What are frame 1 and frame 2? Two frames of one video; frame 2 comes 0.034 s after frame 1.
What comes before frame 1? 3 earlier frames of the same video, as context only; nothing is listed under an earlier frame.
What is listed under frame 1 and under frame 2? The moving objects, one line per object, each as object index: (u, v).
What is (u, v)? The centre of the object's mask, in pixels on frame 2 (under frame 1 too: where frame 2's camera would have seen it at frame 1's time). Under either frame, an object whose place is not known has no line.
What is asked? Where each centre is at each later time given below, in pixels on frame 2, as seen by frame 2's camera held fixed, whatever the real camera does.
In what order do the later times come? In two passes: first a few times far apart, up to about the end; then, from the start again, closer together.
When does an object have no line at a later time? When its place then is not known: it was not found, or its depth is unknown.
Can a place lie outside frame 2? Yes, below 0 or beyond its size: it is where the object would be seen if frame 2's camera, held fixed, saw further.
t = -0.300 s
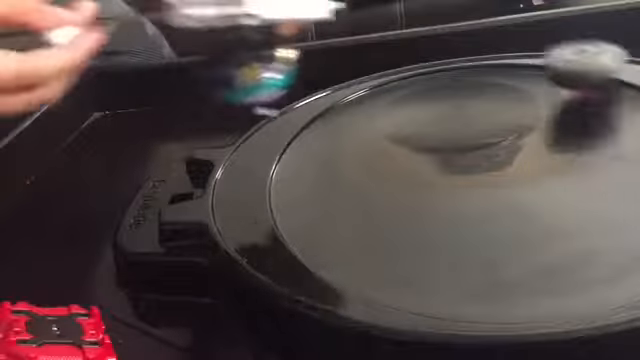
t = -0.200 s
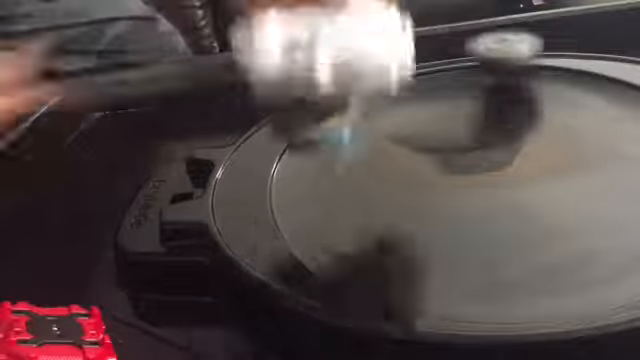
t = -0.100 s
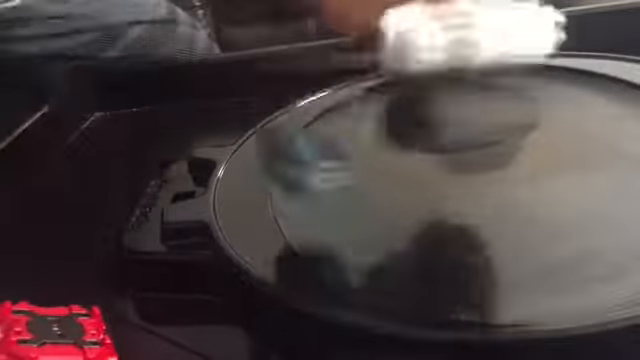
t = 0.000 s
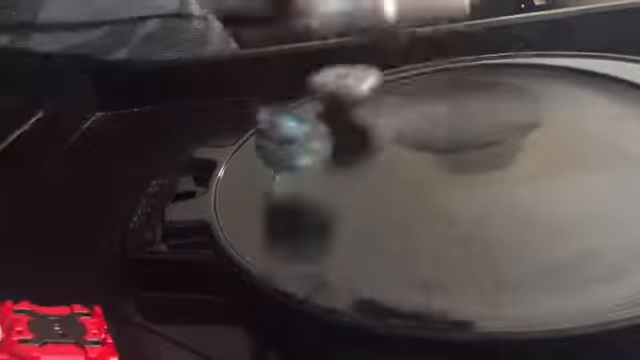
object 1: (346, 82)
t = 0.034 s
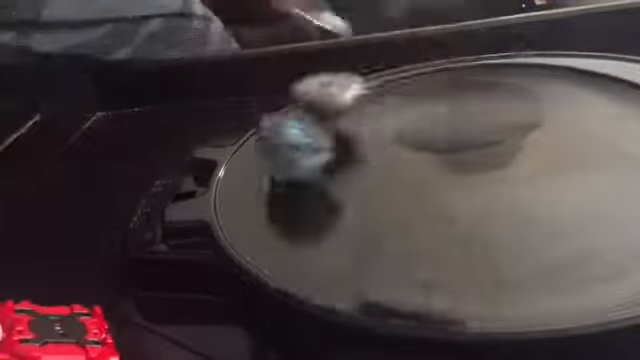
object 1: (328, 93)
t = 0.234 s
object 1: (379, 78)
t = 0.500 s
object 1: (490, 71)
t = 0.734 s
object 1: (494, 69)
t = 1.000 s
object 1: (453, 77)
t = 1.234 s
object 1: (496, 84)
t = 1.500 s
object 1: (513, 75)
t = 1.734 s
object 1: (472, 86)
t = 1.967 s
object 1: (489, 93)
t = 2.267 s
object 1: (482, 73)
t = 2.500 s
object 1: (448, 61)
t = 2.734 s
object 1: (458, 82)
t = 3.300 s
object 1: (436, 76)
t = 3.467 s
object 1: (425, 90)
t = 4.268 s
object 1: (422, 79)
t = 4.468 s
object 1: (429, 106)
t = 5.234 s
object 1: (418, 81)
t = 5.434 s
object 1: (419, 108)
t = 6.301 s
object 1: (413, 74)
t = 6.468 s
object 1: (413, 89)
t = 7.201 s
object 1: (433, 91)
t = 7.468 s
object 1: (431, 85)
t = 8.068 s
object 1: (448, 82)
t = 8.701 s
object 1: (433, 83)
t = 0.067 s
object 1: (322, 94)
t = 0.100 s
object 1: (333, 88)
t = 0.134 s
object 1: (339, 88)
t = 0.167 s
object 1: (347, 90)
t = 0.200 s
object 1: (363, 82)
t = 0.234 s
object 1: (379, 78)
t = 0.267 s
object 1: (394, 75)
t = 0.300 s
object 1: (410, 74)
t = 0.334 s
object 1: (426, 74)
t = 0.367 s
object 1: (444, 76)
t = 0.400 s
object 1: (458, 75)
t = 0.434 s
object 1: (471, 74)
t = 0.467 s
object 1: (482, 72)
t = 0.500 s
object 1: (490, 71)
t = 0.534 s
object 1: (497, 70)
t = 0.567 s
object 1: (502, 68)
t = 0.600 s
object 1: (503, 68)
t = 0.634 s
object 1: (503, 68)
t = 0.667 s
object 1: (502, 68)
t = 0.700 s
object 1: (499, 68)
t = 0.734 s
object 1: (494, 69)
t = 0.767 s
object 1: (488, 69)
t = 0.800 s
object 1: (482, 69)
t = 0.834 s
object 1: (477, 70)
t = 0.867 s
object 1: (471, 71)
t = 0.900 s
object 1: (465, 72)
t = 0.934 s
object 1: (459, 73)
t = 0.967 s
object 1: (455, 75)
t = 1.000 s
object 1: (453, 77)
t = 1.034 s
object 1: (454, 79)
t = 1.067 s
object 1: (458, 81)
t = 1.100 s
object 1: (463, 82)
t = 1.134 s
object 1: (471, 84)
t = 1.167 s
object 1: (479, 84)
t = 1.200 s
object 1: (487, 84)
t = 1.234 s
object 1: (496, 84)
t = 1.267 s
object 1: (504, 83)
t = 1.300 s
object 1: (511, 82)
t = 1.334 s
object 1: (516, 81)
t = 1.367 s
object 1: (521, 78)
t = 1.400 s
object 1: (522, 76)
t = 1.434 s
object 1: (521, 76)
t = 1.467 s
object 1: (518, 75)
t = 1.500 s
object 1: (513, 75)
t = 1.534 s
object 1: (507, 75)
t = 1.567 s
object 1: (501, 77)
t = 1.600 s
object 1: (495, 78)
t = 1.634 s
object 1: (488, 79)
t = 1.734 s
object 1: (472, 86)
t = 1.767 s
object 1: (469, 88)
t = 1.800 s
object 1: (467, 90)
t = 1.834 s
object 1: (469, 90)
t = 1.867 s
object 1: (470, 92)
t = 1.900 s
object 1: (474, 93)
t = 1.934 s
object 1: (483, 94)
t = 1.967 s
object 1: (489, 93)
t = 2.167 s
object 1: (503, 79)
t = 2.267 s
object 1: (482, 73)
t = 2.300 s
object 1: (470, 73)
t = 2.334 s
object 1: (461, 72)
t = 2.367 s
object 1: (450, 72)
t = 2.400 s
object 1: (442, 70)
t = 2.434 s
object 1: (445, 65)
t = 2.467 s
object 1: (446, 63)
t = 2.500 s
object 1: (448, 61)
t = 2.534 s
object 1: (449, 61)
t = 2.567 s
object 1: (451, 65)
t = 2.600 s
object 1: (452, 70)
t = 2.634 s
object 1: (451, 73)
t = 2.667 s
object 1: (451, 77)
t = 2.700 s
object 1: (454, 80)
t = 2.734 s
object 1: (458, 82)
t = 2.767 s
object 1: (464, 84)
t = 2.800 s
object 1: (471, 84)
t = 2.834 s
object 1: (480, 83)
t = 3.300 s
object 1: (436, 76)
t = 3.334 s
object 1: (426, 84)
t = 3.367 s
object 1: (424, 87)
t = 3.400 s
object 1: (425, 88)
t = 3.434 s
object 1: (425, 89)
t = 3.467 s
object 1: (425, 90)
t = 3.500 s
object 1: (427, 92)
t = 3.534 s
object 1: (430, 94)
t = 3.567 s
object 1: (435, 97)
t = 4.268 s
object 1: (422, 79)
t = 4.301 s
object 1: (416, 84)
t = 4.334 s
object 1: (414, 89)
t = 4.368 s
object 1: (413, 94)
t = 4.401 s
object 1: (416, 99)
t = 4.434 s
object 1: (421, 103)
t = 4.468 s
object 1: (429, 106)
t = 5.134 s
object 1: (448, 70)
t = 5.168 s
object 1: (436, 73)
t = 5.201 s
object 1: (426, 77)
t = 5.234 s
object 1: (418, 81)
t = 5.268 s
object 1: (414, 86)
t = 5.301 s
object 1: (411, 91)
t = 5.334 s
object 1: (410, 96)
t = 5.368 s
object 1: (411, 100)
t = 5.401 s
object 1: (414, 104)
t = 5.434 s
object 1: (419, 108)
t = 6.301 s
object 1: (413, 74)
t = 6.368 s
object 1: (407, 81)
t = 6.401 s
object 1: (406, 84)
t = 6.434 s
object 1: (408, 88)
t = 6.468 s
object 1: (413, 89)
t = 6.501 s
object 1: (420, 90)
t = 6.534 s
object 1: (431, 89)
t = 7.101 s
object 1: (436, 77)
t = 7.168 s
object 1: (431, 87)
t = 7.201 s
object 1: (433, 91)
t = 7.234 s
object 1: (433, 91)
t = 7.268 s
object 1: (431, 89)
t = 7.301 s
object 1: (428, 87)
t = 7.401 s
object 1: (427, 85)
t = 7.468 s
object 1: (431, 85)
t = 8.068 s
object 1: (448, 82)
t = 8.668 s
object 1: (436, 78)
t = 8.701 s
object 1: (433, 83)
